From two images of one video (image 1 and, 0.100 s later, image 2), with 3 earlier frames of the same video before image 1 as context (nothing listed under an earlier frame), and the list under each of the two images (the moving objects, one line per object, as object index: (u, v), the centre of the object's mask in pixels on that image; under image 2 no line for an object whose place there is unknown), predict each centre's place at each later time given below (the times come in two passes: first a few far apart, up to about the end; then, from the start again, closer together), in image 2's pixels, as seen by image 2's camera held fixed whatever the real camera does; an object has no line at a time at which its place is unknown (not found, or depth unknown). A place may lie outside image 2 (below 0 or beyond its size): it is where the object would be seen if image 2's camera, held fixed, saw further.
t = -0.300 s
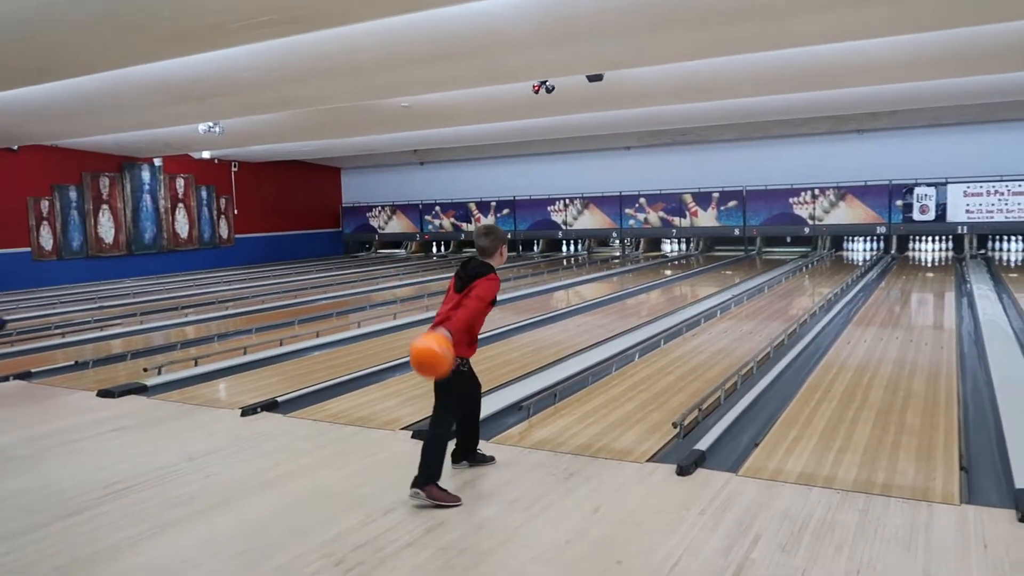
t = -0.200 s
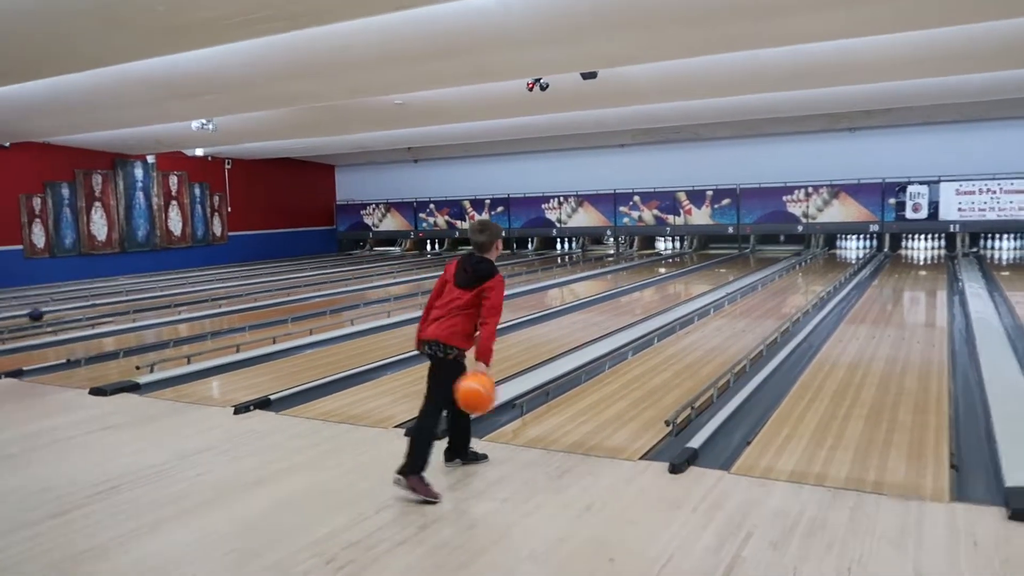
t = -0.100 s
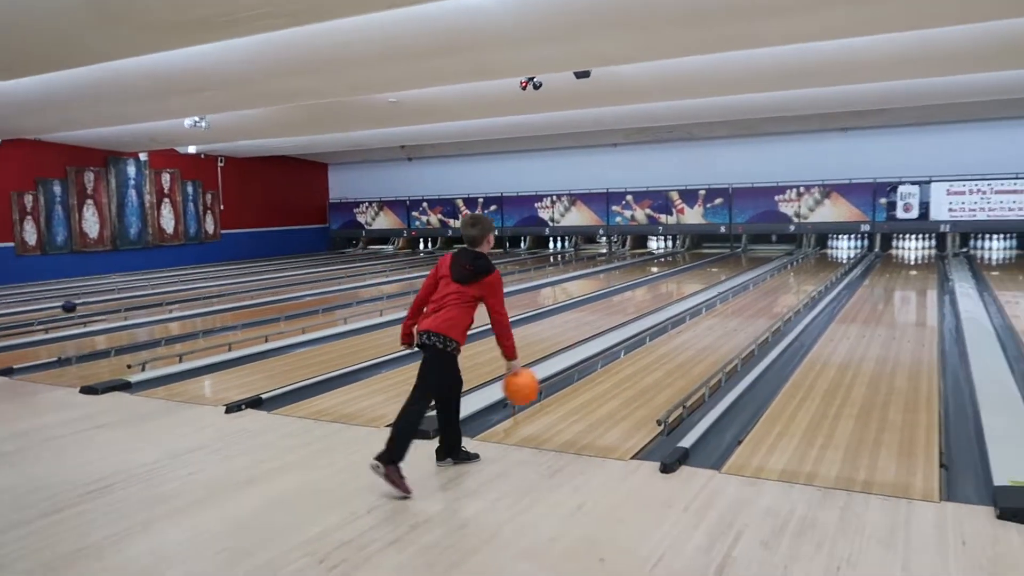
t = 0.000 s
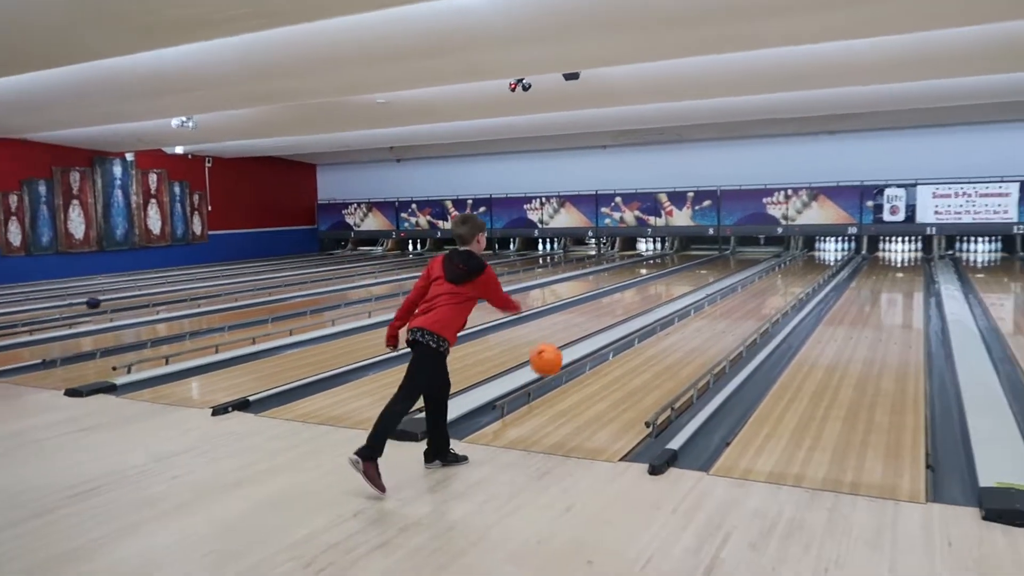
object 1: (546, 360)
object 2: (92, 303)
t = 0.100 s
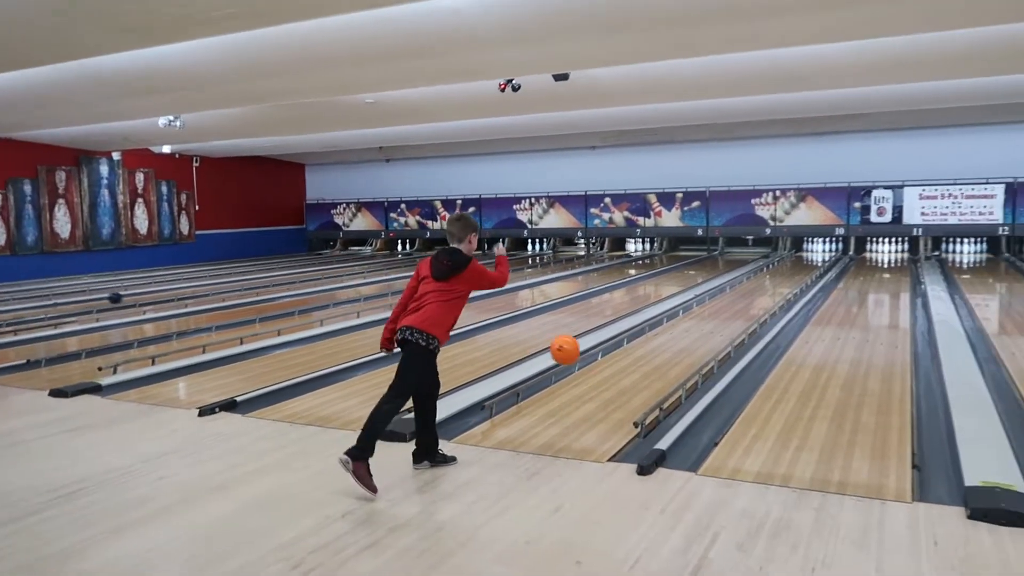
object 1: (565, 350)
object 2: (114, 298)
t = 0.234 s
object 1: (597, 357)
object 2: (158, 292)
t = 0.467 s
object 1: (638, 344)
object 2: (223, 284)
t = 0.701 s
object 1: (667, 324)
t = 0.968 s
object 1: (692, 307)
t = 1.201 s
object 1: (713, 296)
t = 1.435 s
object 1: (733, 287)
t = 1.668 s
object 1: (750, 280)
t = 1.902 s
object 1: (763, 274)
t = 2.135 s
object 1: (774, 270)
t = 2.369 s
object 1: (783, 265)
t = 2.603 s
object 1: (791, 262)
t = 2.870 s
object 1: (799, 257)
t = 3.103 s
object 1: (802, 255)
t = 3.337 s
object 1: (807, 254)
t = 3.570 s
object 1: (810, 251)
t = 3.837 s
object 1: (811, 248)
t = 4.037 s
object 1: (802, 248)
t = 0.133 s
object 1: (574, 349)
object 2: (126, 296)
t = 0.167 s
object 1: (582, 351)
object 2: (137, 295)
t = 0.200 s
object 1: (590, 354)
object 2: (148, 293)
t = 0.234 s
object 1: (597, 357)
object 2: (158, 292)
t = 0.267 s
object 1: (604, 362)
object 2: (168, 291)
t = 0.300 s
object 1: (611, 365)
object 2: (178, 289)
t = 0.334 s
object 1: (617, 357)
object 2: (187, 288)
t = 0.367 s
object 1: (623, 352)
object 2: (196, 287)
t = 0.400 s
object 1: (628, 348)
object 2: (206, 286)
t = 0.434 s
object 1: (633, 345)
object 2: (214, 285)
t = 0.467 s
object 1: (638, 344)
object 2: (223, 284)
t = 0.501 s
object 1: (643, 341)
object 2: (231, 283)
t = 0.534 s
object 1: (647, 338)
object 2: (239, 282)
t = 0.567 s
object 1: (652, 335)
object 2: (247, 281)
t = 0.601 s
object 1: (656, 333)
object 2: (255, 279)
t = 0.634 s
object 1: (660, 330)
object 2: (262, 279)
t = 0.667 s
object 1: (664, 327)
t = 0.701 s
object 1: (667, 324)
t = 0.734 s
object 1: (671, 322)
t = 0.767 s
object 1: (674, 319)
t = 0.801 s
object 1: (678, 317)
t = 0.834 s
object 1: (680, 315)
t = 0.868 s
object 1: (684, 313)
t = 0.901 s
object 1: (687, 311)
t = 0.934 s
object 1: (689, 309)
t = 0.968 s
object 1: (692, 307)
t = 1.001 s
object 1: (695, 305)
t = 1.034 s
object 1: (697, 304)
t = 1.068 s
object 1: (700, 302)
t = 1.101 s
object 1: (703, 300)
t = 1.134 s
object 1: (707, 299)
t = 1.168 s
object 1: (710, 297)
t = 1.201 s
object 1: (713, 296)
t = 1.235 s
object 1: (716, 294)
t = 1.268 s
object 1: (719, 293)
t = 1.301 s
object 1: (723, 292)
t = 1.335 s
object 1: (725, 291)
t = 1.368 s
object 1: (728, 289)
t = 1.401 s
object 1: (731, 289)
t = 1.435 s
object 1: (733, 287)
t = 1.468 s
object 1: (736, 286)
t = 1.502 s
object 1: (738, 285)
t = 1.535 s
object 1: (740, 284)
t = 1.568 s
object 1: (743, 283)
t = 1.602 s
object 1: (746, 282)
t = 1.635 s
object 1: (748, 281)
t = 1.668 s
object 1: (750, 280)
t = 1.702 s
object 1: (752, 280)
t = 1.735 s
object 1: (754, 279)
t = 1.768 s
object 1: (755, 278)
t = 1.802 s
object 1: (757, 277)
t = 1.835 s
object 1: (759, 276)
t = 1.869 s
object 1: (761, 275)
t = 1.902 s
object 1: (763, 274)
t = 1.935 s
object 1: (764, 274)
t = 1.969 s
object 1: (766, 273)
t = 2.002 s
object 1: (768, 272)
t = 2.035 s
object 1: (769, 272)
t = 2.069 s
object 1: (771, 271)
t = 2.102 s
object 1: (772, 270)
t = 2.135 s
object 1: (774, 270)
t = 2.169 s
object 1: (775, 269)
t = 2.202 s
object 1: (777, 268)
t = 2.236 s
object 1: (778, 268)
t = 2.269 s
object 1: (780, 267)
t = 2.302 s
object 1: (780, 267)
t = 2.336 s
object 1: (781, 266)
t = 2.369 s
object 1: (783, 265)
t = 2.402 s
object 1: (784, 265)
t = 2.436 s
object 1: (786, 264)
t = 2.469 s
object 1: (787, 264)
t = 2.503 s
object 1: (788, 263)
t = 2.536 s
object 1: (789, 263)
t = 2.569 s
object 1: (790, 262)
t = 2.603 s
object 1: (791, 262)
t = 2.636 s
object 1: (793, 261)
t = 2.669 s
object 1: (793, 260)
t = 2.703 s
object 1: (795, 260)
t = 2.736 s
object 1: (796, 259)
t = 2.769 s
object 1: (797, 259)
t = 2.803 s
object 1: (798, 258)
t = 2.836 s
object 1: (798, 258)
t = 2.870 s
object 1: (799, 257)
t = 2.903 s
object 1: (799, 257)
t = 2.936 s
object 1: (800, 256)
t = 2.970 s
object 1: (800, 256)
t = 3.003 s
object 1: (801, 256)
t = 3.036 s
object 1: (802, 256)
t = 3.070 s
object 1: (802, 255)
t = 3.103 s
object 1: (802, 255)
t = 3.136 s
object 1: (803, 255)
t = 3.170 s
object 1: (804, 255)
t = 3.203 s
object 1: (805, 254)
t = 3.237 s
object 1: (805, 254)
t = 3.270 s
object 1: (806, 254)
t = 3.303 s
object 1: (807, 253)
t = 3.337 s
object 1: (807, 254)
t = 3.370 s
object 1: (807, 253)
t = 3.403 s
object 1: (808, 252)
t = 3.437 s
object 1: (809, 252)
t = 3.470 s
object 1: (809, 252)
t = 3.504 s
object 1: (809, 252)
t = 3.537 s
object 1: (810, 251)
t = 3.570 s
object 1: (810, 251)
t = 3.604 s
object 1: (811, 251)
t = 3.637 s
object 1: (812, 250)
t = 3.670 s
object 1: (812, 250)
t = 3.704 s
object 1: (812, 250)
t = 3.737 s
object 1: (813, 249)
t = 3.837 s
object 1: (811, 248)
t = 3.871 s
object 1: (811, 248)
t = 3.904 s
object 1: (809, 248)
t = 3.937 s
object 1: (807, 248)
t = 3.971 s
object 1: (806, 248)
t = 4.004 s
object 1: (804, 248)
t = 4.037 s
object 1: (802, 248)
